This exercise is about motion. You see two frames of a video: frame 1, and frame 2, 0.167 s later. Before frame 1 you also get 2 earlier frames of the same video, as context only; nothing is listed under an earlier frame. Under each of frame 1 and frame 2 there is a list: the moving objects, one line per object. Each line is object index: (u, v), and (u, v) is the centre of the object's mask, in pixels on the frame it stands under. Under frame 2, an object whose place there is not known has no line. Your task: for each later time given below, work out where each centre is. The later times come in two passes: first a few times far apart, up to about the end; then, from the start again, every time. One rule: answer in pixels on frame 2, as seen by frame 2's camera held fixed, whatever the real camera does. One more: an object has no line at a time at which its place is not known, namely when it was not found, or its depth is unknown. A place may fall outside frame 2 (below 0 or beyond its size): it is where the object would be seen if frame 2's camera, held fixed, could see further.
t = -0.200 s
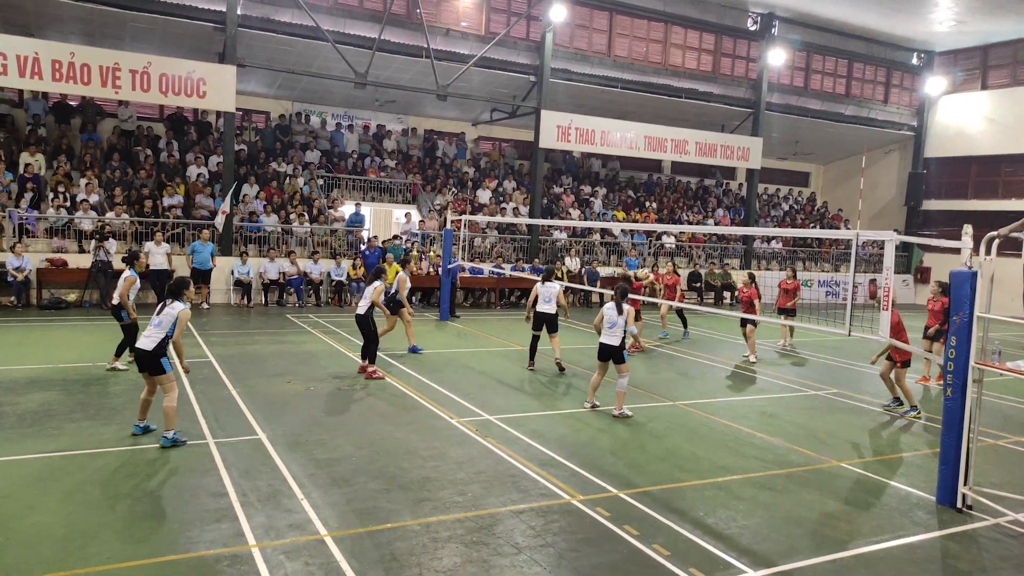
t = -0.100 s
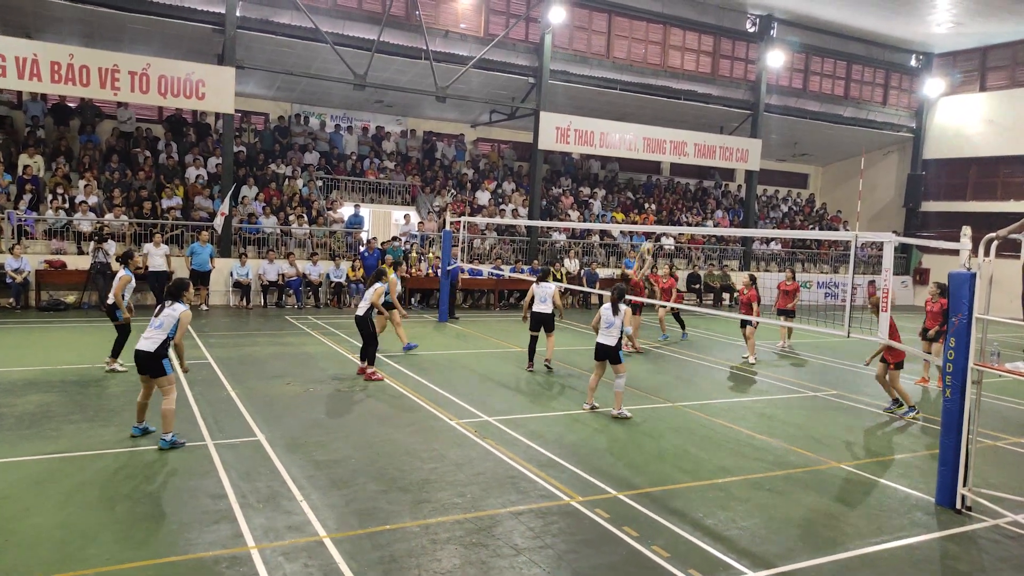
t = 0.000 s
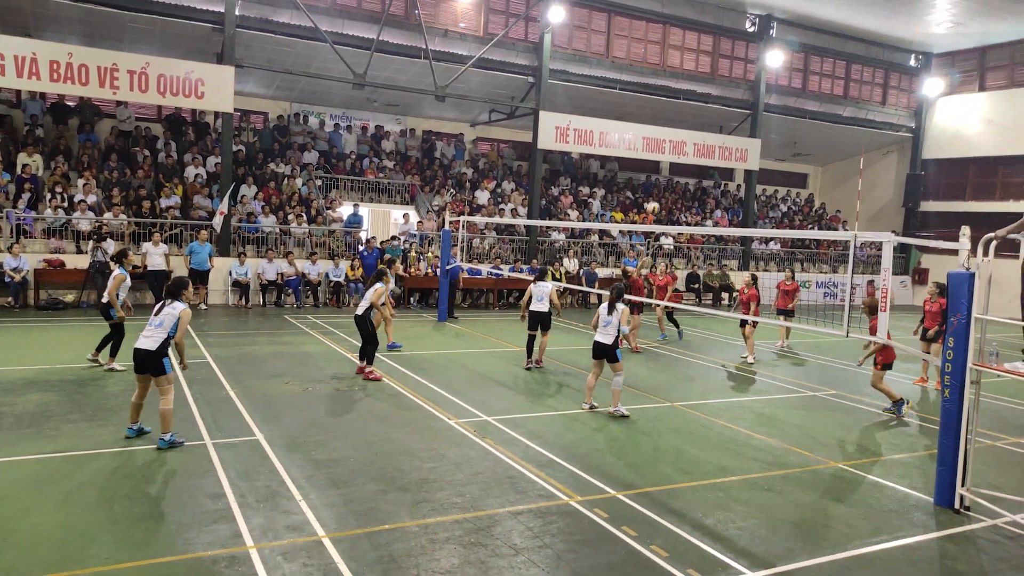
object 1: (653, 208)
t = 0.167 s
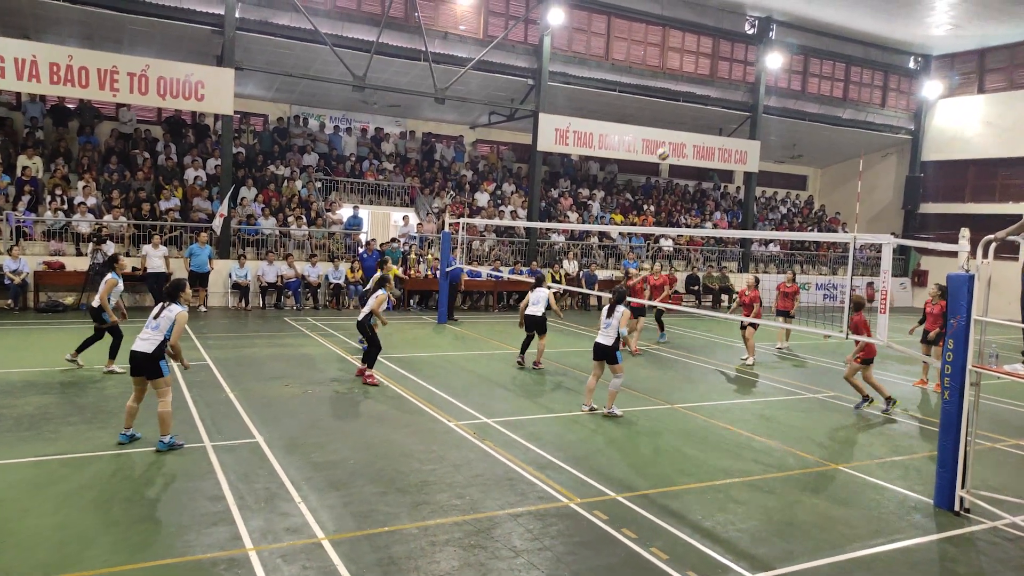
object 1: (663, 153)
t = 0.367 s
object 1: (674, 105)
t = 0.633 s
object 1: (685, 78)
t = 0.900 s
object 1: (695, 96)
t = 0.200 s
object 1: (665, 144)
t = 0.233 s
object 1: (667, 134)
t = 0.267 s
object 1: (670, 124)
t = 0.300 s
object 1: (671, 118)
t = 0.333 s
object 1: (673, 112)
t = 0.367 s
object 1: (674, 105)
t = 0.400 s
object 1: (676, 100)
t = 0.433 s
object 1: (677, 95)
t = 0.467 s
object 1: (678, 90)
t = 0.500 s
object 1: (680, 87)
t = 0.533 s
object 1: (681, 83)
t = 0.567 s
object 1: (683, 81)
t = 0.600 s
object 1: (684, 79)
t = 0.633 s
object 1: (685, 78)
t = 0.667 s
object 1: (687, 77)
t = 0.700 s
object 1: (688, 78)
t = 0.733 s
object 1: (689, 78)
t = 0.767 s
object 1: (691, 81)
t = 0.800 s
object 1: (692, 84)
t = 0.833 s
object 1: (693, 87)
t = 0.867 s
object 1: (694, 91)
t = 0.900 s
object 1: (695, 96)
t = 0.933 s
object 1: (696, 102)
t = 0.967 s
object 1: (696, 109)
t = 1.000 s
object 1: (697, 116)
